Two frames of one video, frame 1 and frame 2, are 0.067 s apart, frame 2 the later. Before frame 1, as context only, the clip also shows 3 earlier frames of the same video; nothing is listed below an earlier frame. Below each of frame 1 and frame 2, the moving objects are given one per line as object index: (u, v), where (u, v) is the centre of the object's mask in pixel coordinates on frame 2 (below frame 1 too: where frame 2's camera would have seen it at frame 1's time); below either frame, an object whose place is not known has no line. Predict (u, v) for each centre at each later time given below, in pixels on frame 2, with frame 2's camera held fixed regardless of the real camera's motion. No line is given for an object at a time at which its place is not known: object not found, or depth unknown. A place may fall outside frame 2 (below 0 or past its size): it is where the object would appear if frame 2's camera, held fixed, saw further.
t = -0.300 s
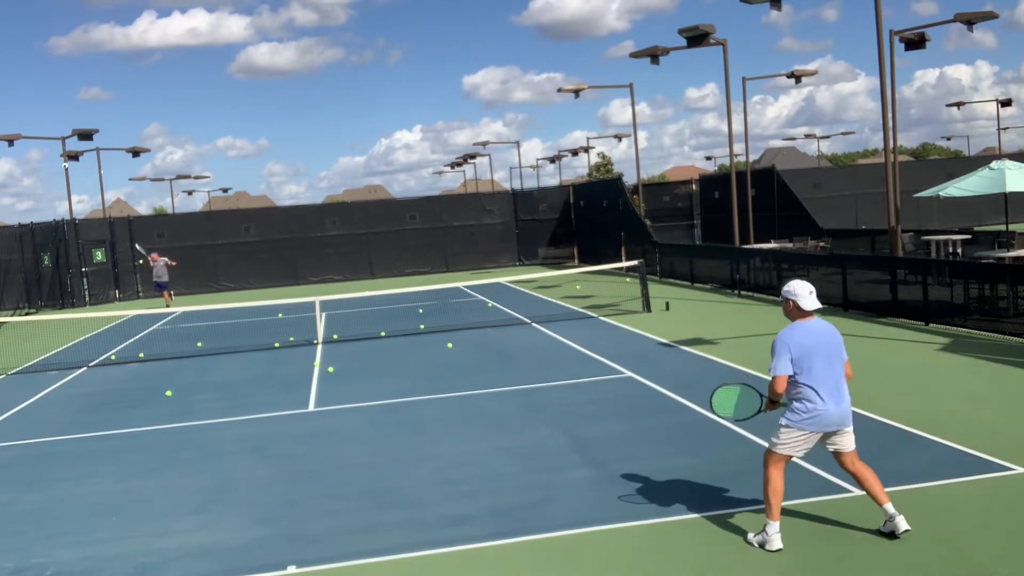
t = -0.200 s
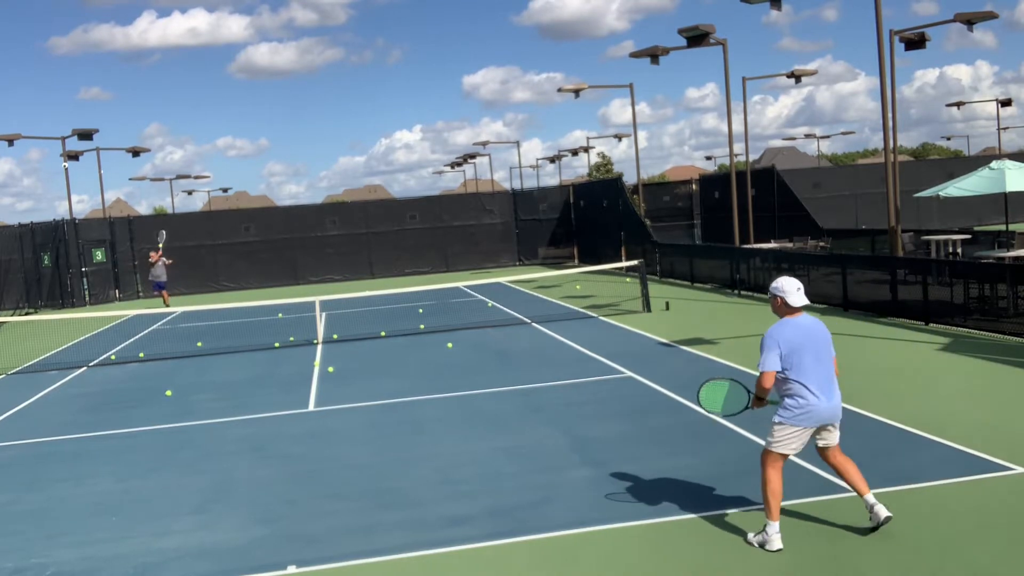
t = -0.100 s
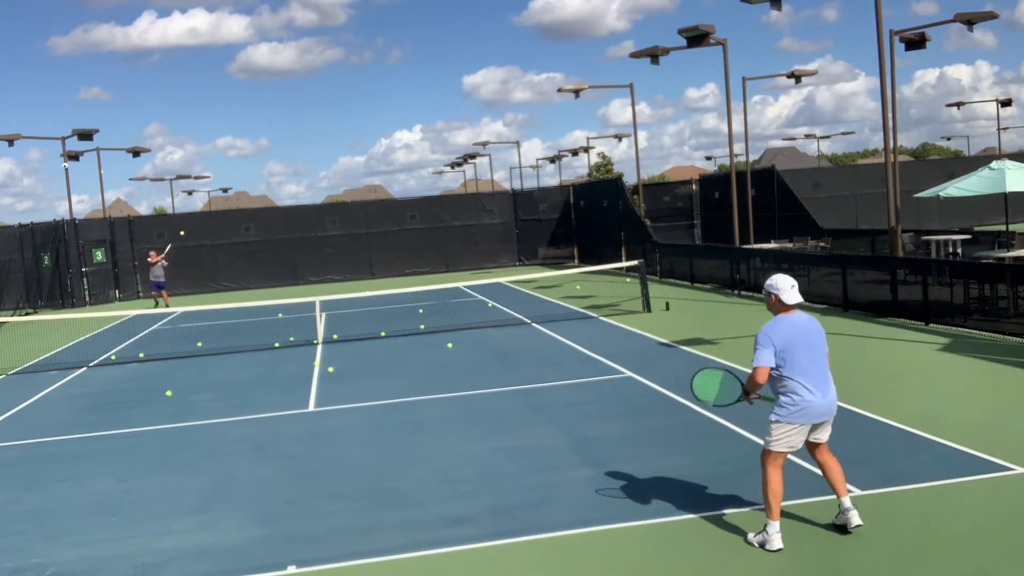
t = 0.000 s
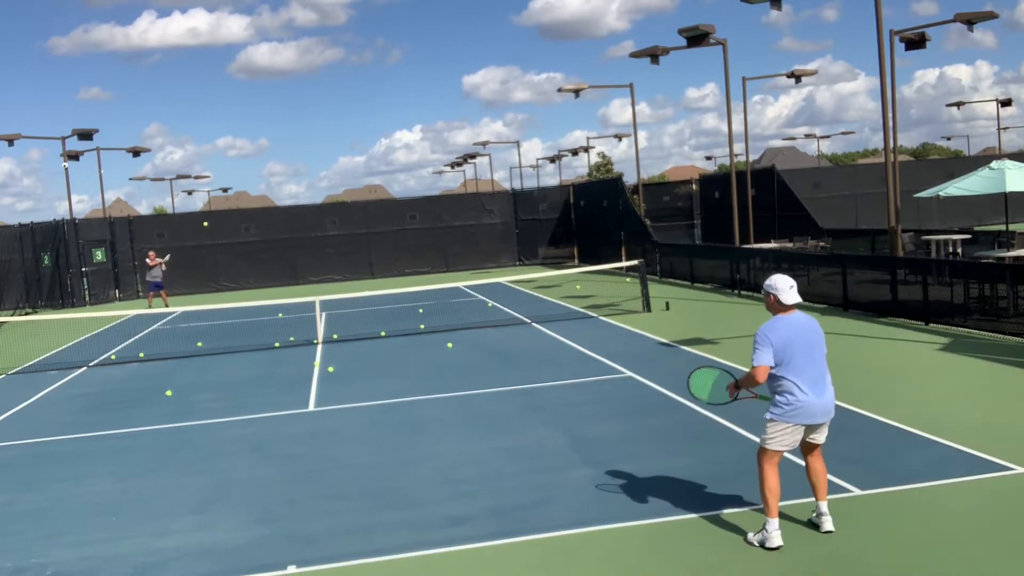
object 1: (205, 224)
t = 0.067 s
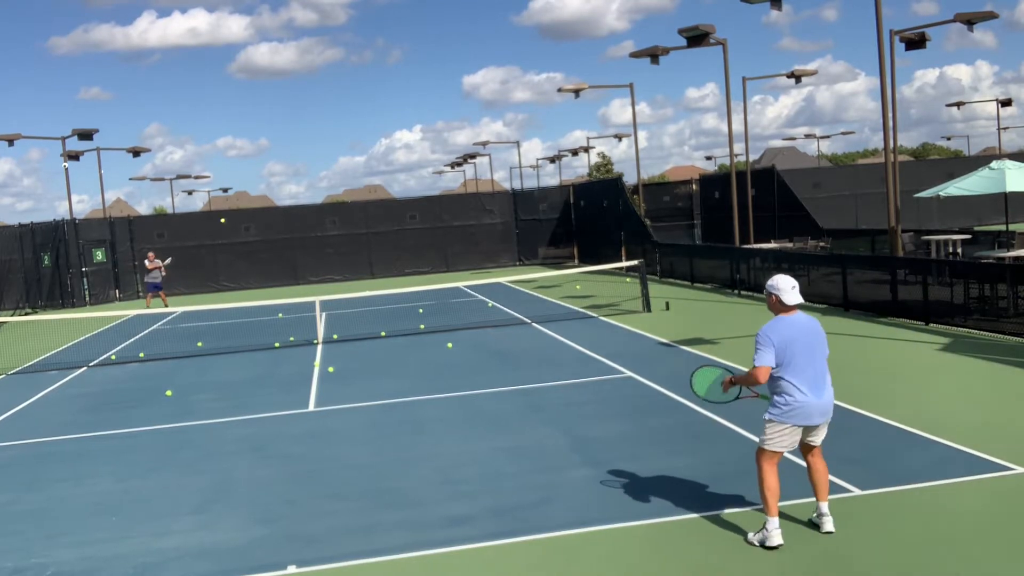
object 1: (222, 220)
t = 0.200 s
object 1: (261, 220)
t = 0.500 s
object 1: (375, 263)
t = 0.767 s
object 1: (524, 384)
